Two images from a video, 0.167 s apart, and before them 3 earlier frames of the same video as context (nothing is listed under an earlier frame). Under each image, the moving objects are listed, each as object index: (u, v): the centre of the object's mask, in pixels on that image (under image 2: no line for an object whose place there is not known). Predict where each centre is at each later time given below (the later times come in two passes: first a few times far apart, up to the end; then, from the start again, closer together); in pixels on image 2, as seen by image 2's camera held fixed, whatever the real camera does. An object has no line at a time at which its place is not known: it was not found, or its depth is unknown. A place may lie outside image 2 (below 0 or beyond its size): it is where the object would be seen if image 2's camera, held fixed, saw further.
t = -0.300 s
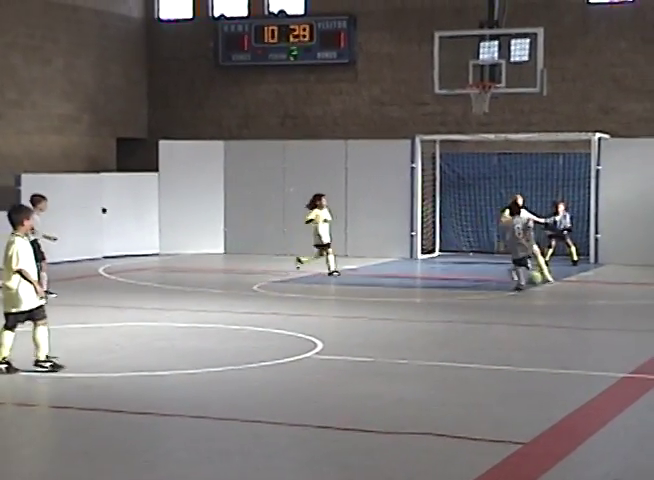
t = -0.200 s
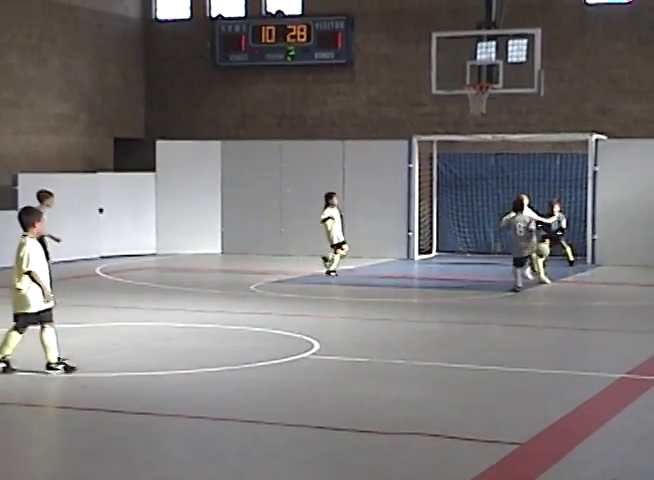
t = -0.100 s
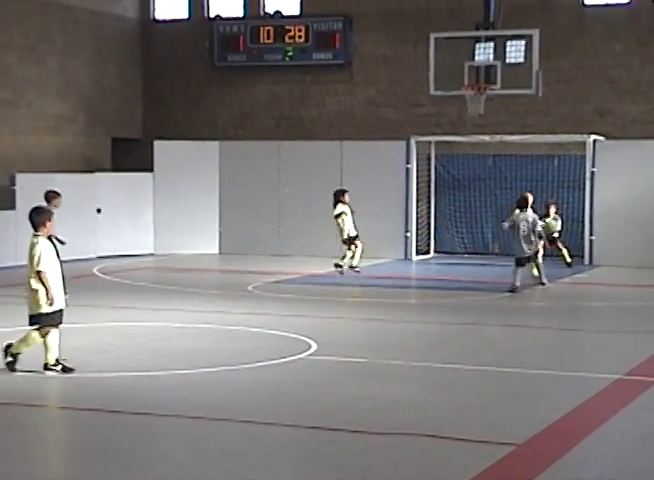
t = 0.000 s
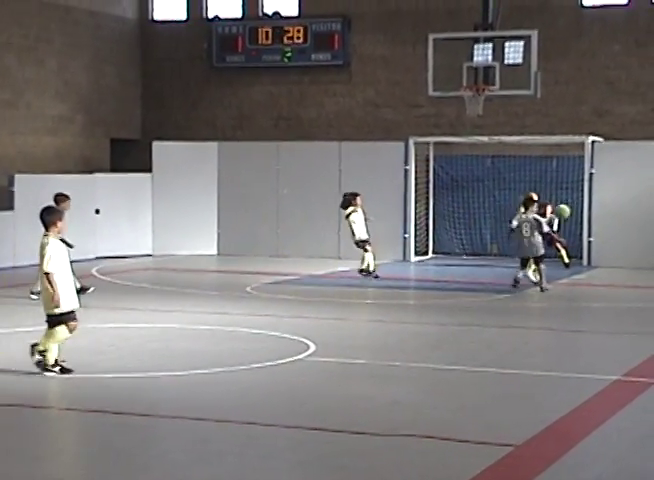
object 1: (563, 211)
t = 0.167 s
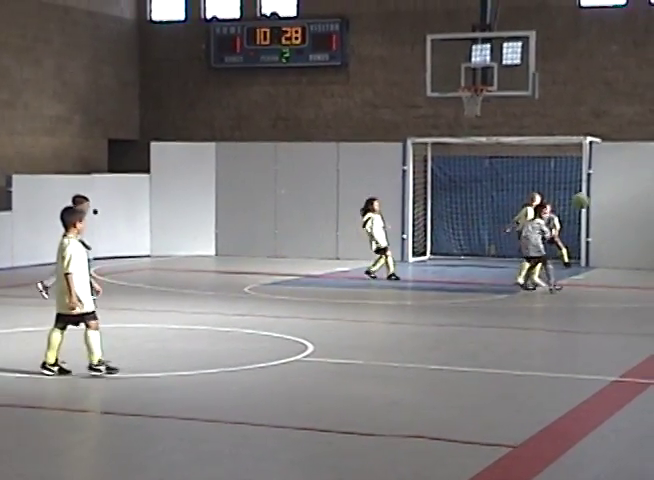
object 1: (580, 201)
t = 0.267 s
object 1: (593, 205)
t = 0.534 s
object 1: (627, 255)
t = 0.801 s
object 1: (666, 275)
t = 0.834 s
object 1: (672, 268)
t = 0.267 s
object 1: (593, 205)
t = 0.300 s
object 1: (596, 208)
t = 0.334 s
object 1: (601, 211)
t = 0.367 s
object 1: (605, 216)
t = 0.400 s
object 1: (610, 222)
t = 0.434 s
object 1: (614, 229)
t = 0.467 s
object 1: (619, 236)
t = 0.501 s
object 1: (622, 245)
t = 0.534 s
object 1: (627, 255)
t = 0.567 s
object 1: (632, 266)
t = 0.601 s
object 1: (636, 277)
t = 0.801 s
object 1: (666, 275)
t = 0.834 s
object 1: (672, 268)
